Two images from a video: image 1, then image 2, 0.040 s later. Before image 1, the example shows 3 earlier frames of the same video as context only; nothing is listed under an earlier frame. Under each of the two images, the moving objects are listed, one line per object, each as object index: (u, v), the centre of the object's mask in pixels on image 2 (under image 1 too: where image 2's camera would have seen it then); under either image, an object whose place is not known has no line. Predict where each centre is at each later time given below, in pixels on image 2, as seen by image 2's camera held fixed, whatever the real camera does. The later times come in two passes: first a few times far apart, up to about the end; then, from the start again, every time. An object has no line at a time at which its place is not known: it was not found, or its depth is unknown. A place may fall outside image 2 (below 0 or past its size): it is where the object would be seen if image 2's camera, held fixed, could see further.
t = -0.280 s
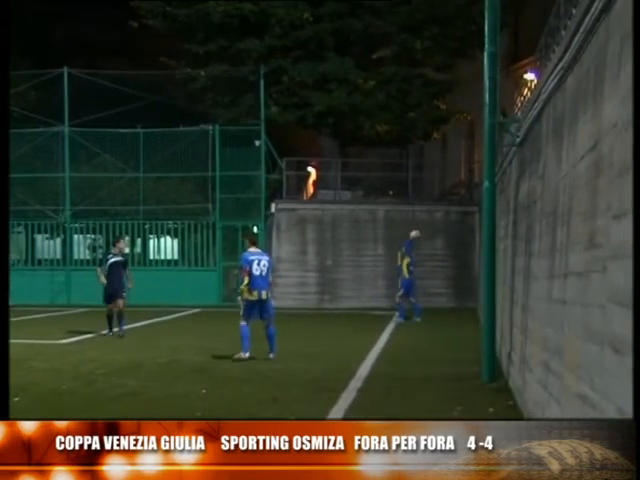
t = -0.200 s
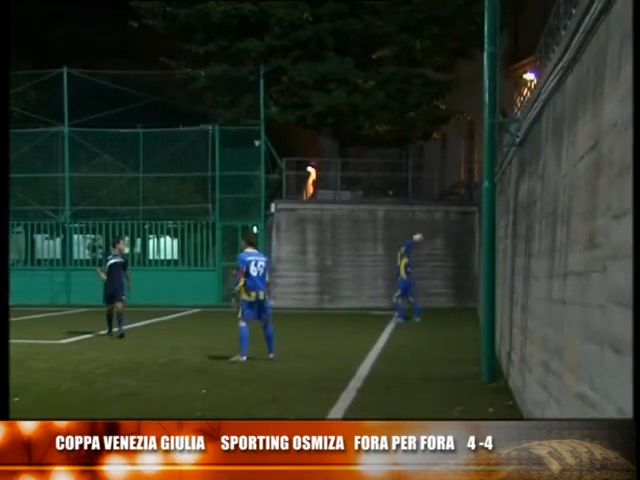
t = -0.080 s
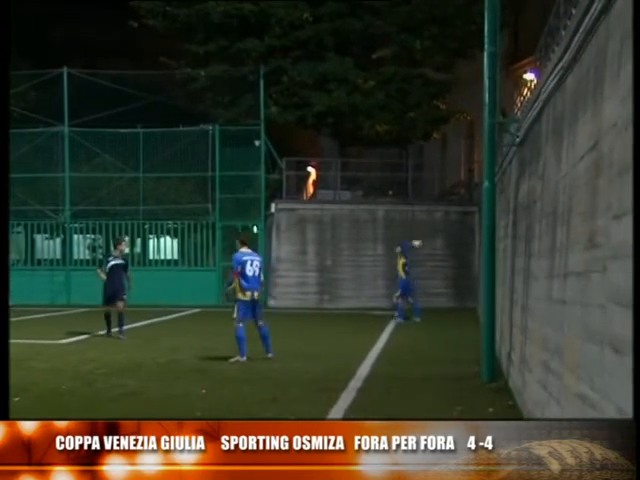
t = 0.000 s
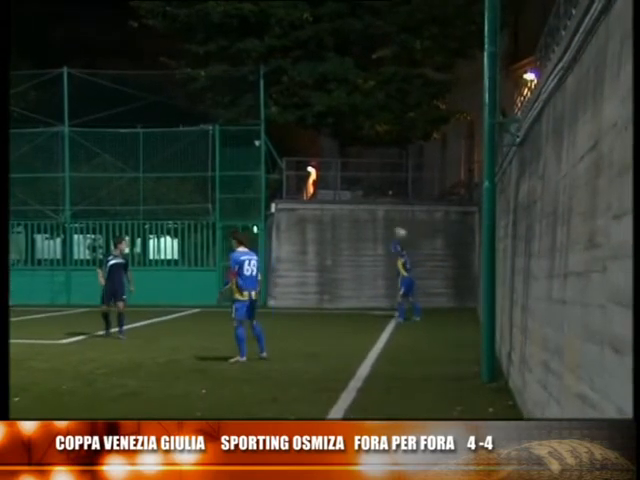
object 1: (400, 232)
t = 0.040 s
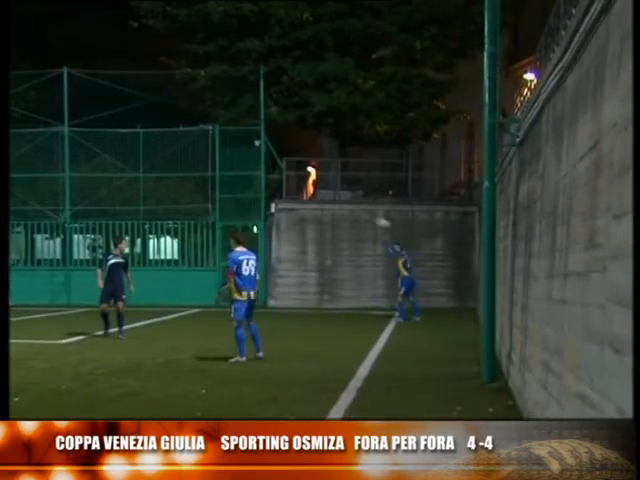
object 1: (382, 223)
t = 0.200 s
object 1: (302, 194)
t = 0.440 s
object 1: (191, 174)
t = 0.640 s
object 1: (100, 179)
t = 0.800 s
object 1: (28, 195)
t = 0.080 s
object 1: (363, 214)
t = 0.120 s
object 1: (343, 205)
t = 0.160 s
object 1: (323, 199)
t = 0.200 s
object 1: (302, 194)
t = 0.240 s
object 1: (285, 189)
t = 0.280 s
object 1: (267, 184)
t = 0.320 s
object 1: (248, 181)
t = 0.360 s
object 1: (229, 178)
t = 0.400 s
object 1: (209, 176)
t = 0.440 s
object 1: (191, 174)
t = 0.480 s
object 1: (173, 174)
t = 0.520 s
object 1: (155, 174)
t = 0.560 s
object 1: (136, 175)
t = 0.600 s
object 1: (118, 176)
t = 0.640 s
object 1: (100, 179)
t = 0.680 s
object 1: (81, 182)
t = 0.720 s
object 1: (63, 185)
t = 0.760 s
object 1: (46, 190)
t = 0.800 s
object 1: (28, 195)
